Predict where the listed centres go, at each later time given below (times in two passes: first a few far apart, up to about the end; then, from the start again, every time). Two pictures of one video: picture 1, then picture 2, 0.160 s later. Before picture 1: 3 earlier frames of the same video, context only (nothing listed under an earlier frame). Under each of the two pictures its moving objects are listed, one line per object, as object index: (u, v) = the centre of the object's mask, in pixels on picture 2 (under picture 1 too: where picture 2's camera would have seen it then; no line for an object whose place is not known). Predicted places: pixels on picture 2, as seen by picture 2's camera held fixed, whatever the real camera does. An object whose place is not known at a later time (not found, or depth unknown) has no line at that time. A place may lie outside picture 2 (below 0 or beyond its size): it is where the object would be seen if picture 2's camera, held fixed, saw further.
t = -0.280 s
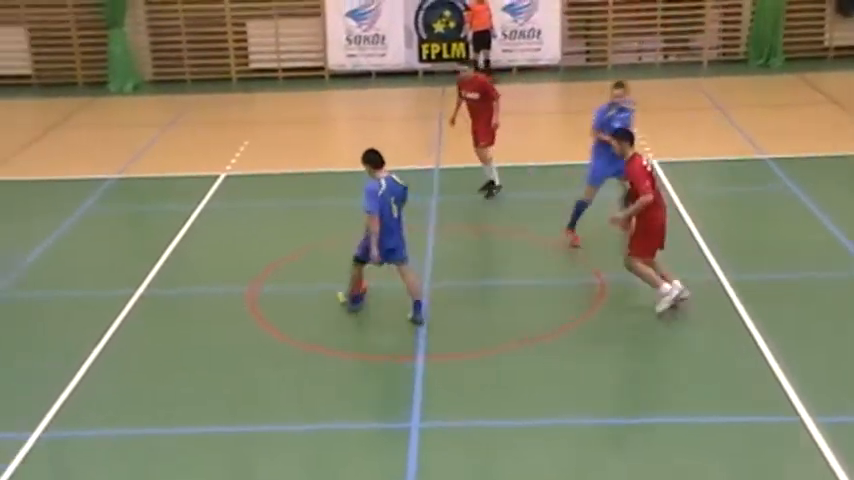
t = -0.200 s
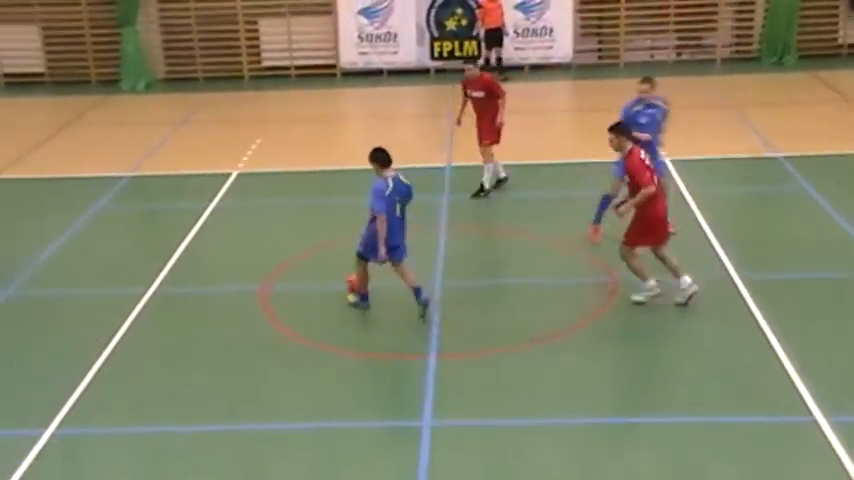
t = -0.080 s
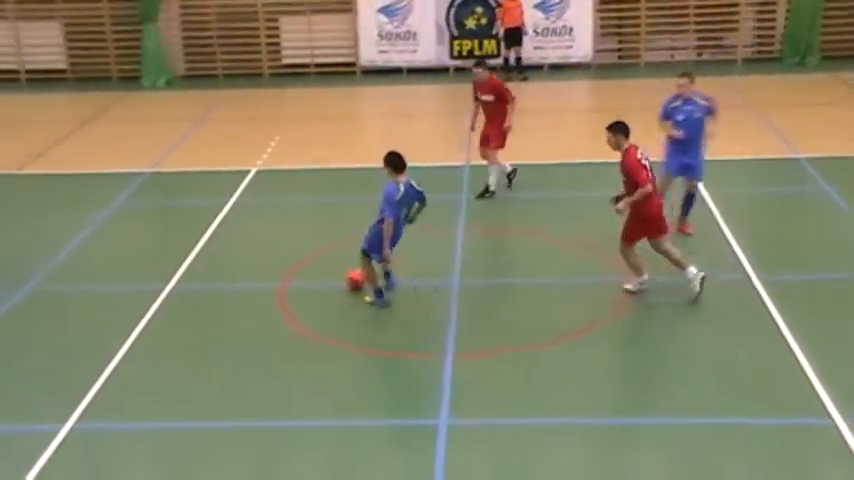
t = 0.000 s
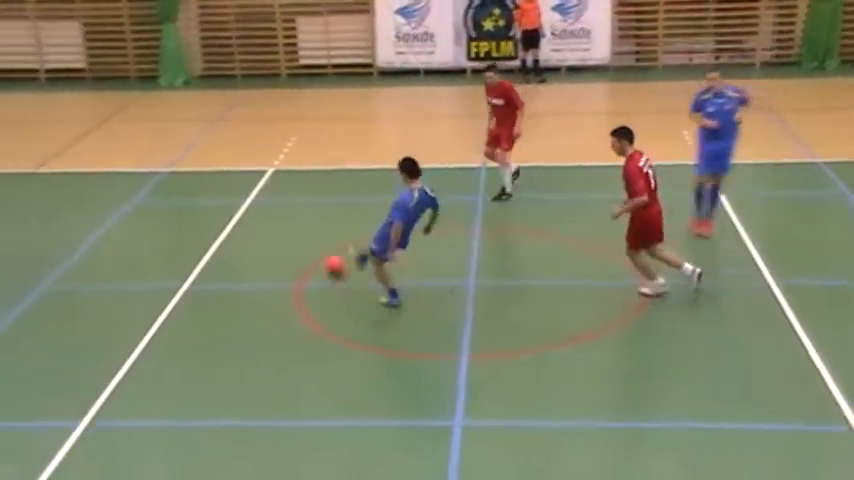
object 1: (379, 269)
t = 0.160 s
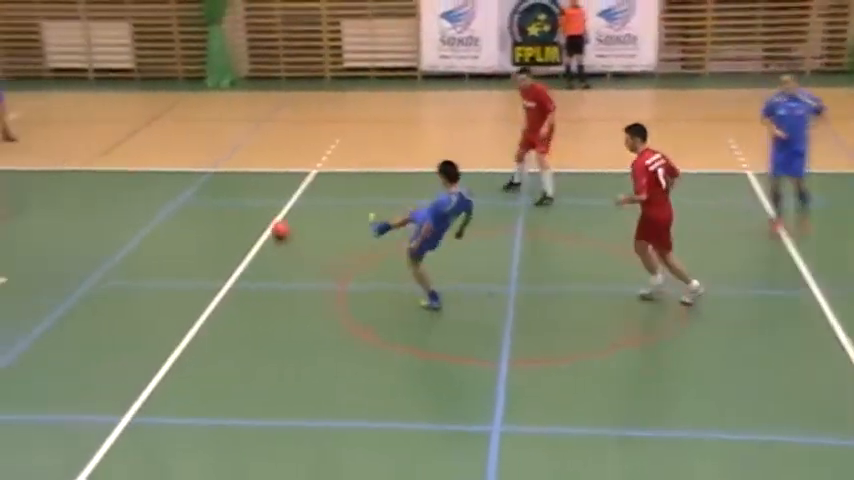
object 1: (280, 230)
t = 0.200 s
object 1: (261, 221)
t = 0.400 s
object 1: (176, 188)
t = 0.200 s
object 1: (261, 221)
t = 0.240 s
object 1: (241, 214)
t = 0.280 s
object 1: (224, 207)
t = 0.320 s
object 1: (208, 200)
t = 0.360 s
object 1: (192, 193)
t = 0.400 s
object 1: (176, 188)
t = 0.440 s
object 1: (163, 182)
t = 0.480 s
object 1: (150, 178)
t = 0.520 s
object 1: (138, 173)
